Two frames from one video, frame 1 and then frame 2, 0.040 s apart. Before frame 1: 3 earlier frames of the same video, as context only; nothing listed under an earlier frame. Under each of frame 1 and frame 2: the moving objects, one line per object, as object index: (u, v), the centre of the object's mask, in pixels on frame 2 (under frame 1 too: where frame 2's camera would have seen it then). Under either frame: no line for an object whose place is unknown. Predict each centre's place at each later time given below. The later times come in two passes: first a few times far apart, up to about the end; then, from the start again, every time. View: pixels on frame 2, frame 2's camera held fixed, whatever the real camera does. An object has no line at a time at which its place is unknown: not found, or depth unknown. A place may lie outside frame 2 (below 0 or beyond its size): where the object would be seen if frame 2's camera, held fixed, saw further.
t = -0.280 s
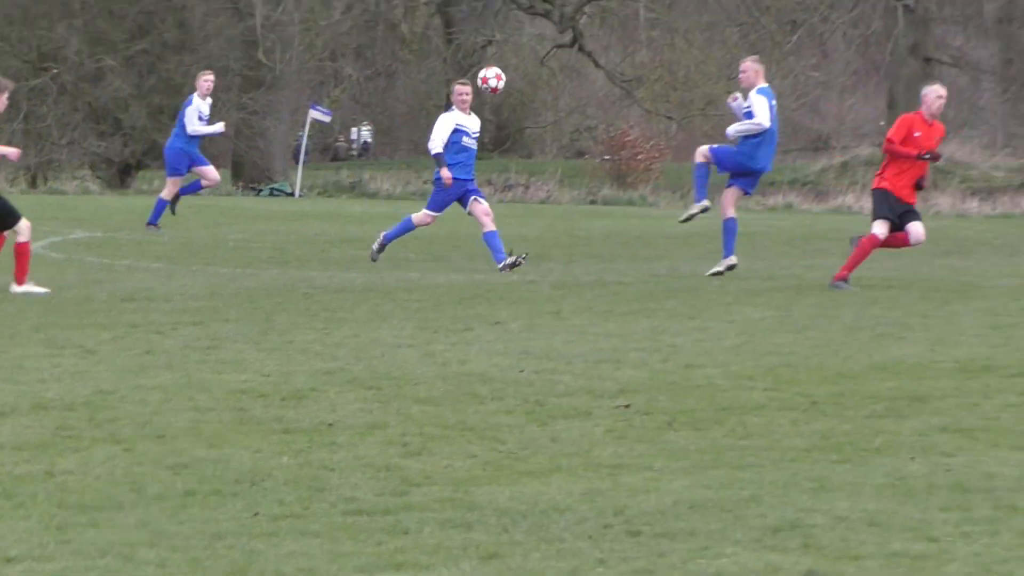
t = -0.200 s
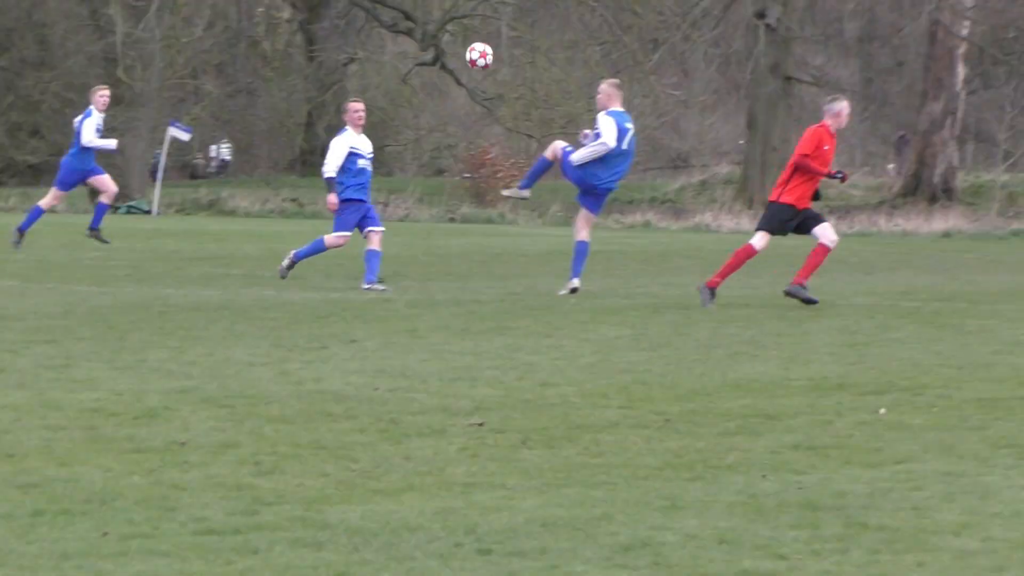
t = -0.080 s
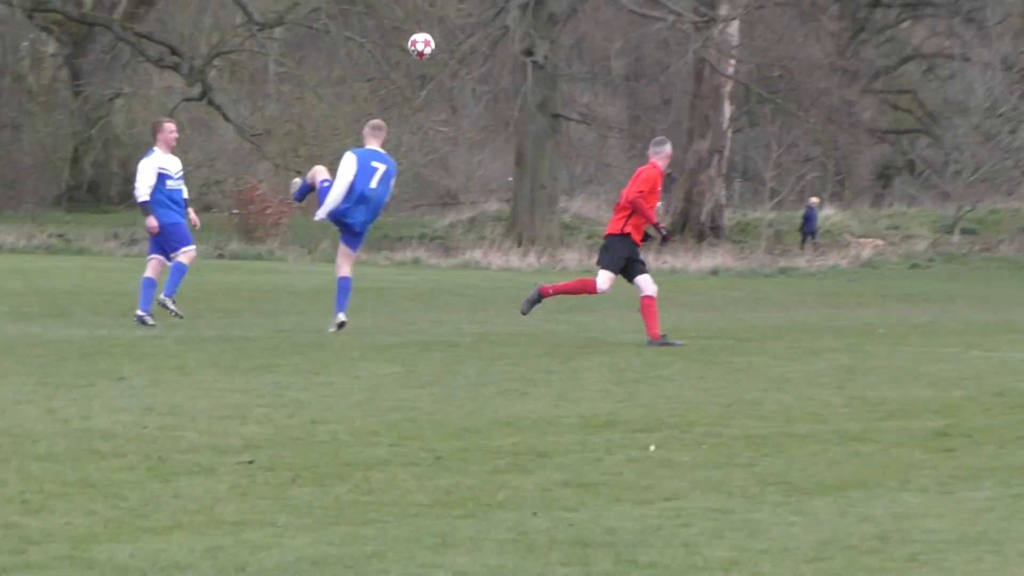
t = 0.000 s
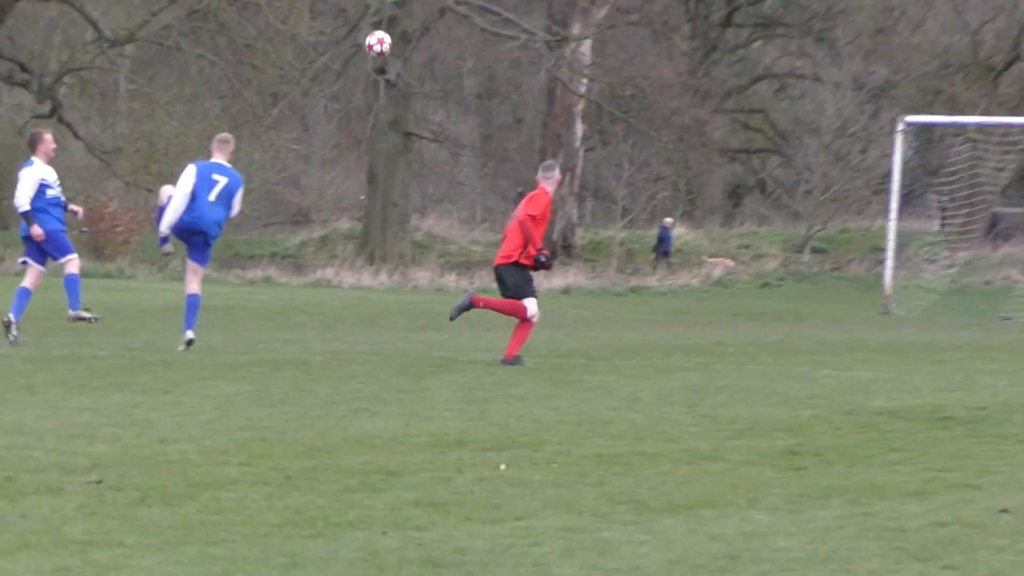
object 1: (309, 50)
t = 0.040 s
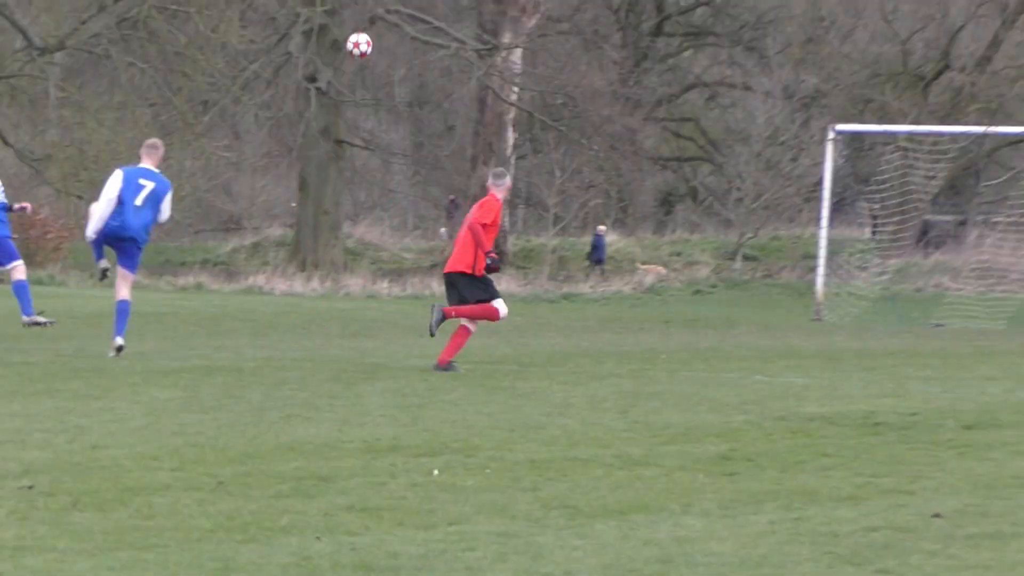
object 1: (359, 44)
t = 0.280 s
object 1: (625, 49)
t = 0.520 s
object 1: (836, 87)
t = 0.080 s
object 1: (408, 42)
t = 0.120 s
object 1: (457, 43)
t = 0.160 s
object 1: (501, 42)
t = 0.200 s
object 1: (545, 44)
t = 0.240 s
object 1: (586, 47)
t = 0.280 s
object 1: (625, 49)
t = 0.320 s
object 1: (663, 53)
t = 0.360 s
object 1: (700, 57)
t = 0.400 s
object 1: (736, 63)
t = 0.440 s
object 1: (770, 70)
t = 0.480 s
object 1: (803, 78)
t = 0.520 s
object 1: (836, 87)
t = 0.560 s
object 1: (868, 97)
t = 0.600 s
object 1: (899, 108)
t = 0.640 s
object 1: (929, 121)
